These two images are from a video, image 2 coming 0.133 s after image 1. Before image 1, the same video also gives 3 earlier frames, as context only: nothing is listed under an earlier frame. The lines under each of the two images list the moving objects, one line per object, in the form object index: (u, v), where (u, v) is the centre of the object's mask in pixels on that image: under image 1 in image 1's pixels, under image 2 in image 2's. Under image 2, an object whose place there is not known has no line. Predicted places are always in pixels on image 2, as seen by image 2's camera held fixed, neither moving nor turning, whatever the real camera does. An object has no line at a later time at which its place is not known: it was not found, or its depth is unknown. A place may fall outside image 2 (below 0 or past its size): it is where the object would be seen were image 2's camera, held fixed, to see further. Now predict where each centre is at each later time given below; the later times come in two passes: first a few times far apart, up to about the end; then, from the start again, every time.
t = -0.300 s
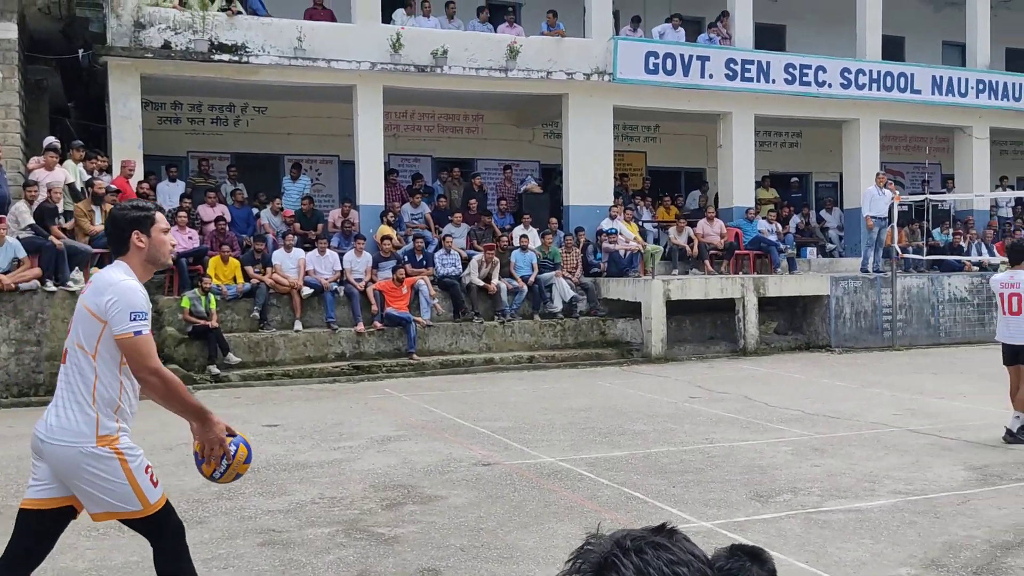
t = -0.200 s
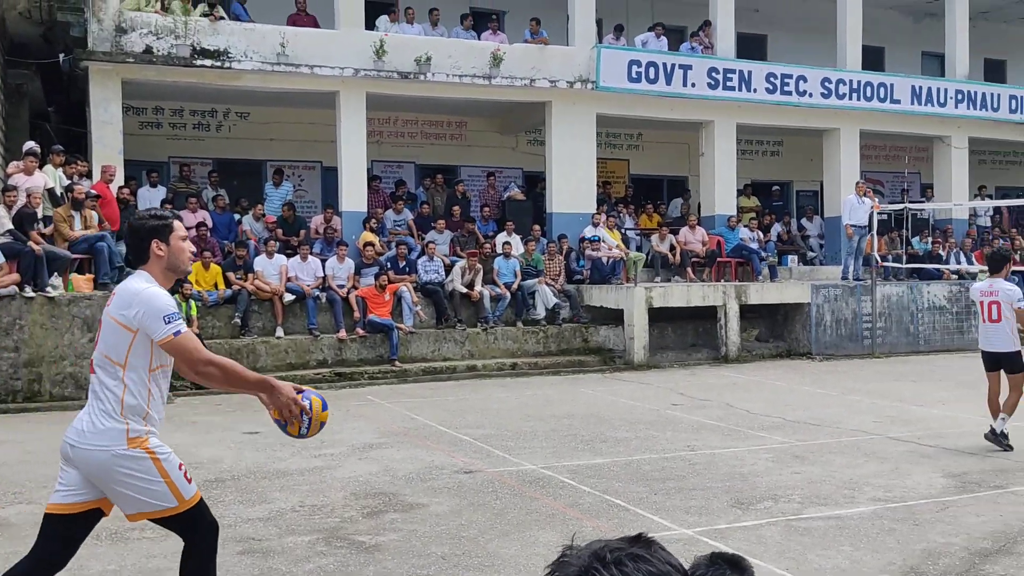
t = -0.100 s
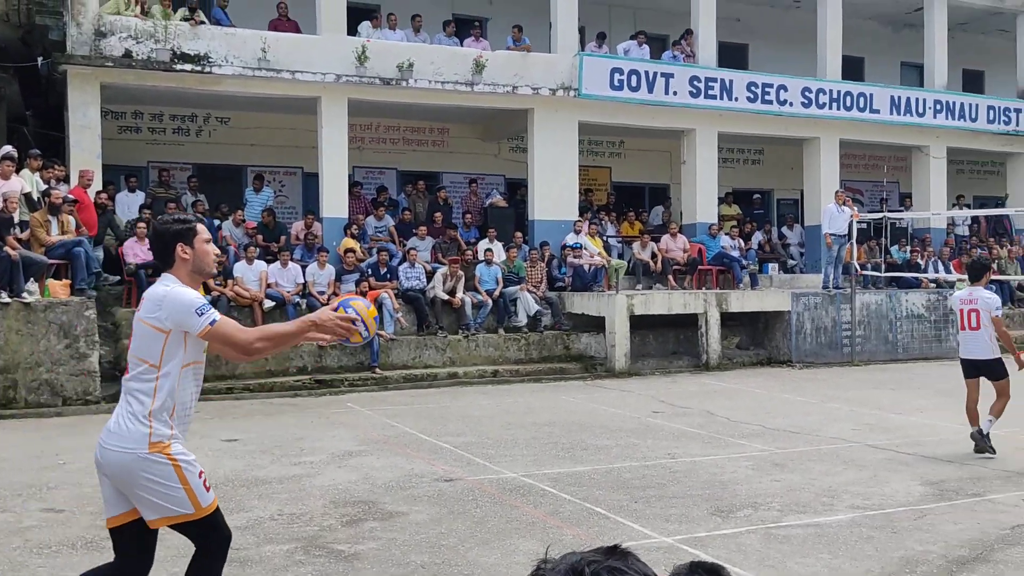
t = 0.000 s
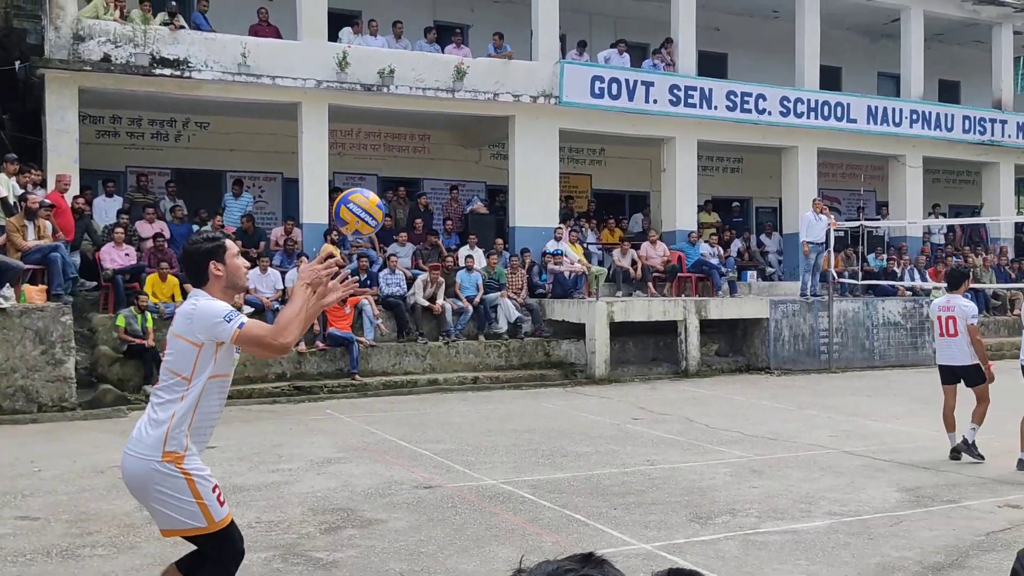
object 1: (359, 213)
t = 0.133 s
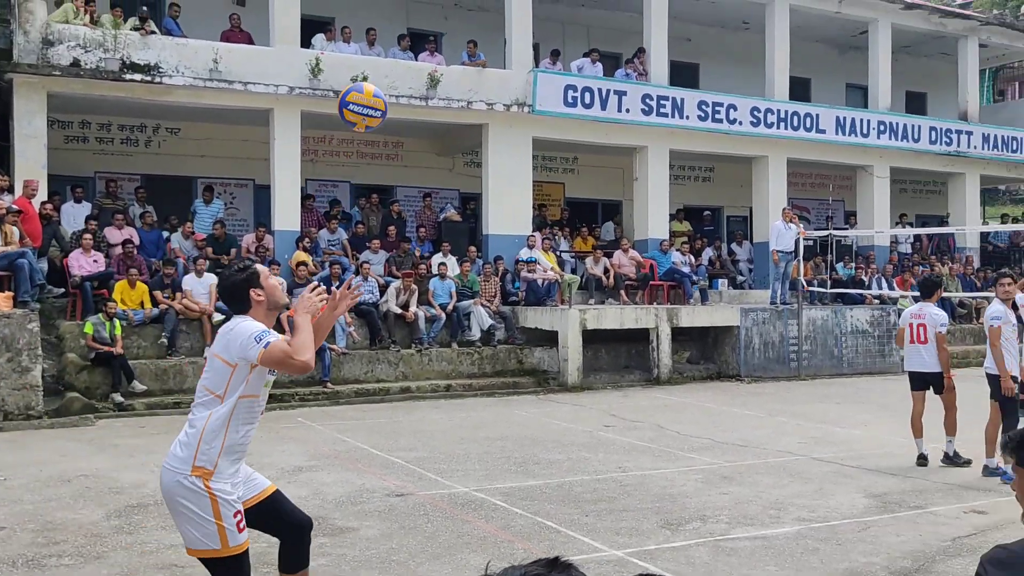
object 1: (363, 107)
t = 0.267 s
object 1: (390, 39)
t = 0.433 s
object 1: (423, 13)
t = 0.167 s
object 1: (370, 86)
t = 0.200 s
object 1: (377, 68)
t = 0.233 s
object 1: (383, 52)
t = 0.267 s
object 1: (390, 39)
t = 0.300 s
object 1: (397, 28)
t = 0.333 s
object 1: (404, 21)
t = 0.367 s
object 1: (410, 16)
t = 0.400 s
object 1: (417, 14)
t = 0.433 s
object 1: (423, 13)
